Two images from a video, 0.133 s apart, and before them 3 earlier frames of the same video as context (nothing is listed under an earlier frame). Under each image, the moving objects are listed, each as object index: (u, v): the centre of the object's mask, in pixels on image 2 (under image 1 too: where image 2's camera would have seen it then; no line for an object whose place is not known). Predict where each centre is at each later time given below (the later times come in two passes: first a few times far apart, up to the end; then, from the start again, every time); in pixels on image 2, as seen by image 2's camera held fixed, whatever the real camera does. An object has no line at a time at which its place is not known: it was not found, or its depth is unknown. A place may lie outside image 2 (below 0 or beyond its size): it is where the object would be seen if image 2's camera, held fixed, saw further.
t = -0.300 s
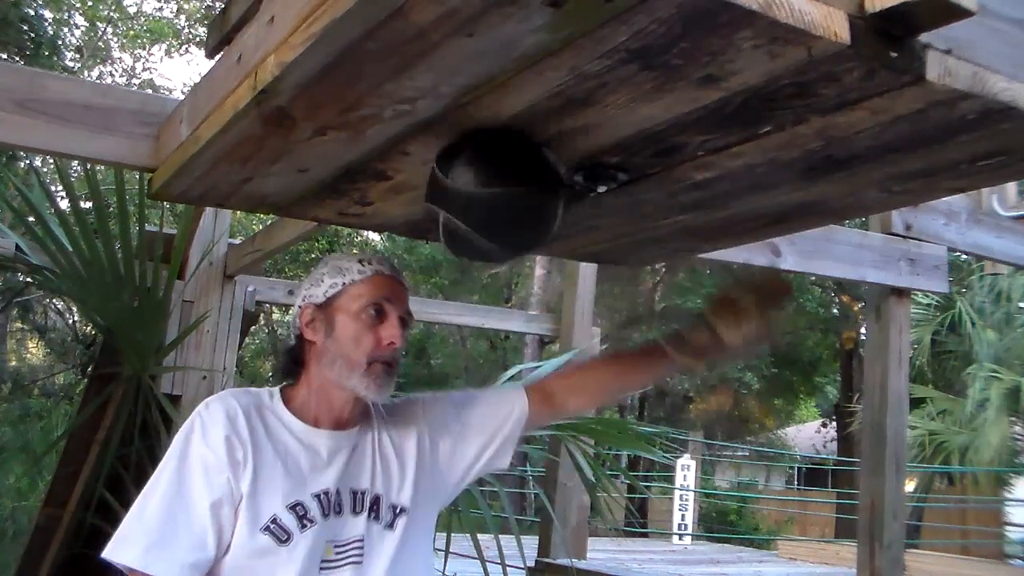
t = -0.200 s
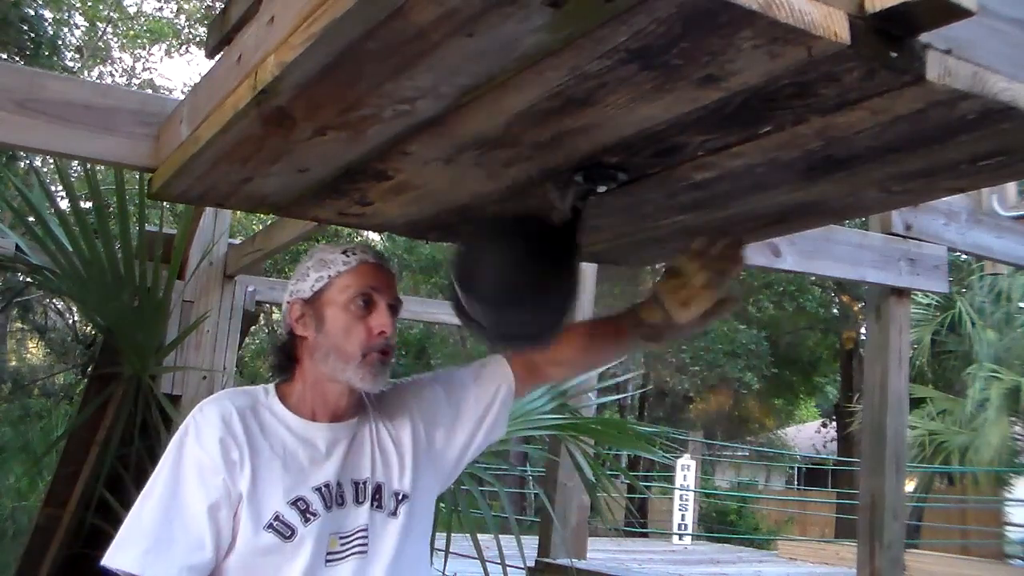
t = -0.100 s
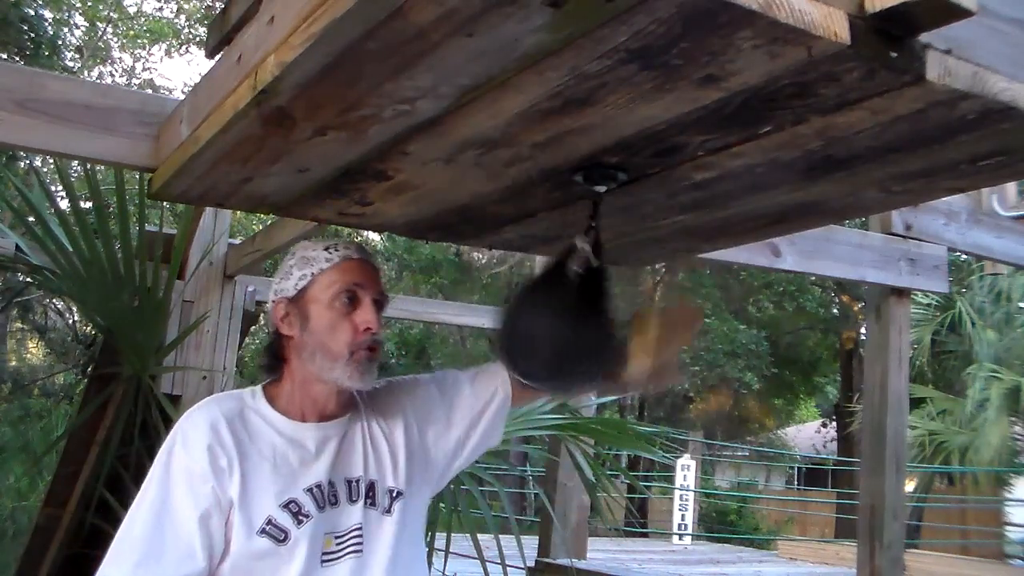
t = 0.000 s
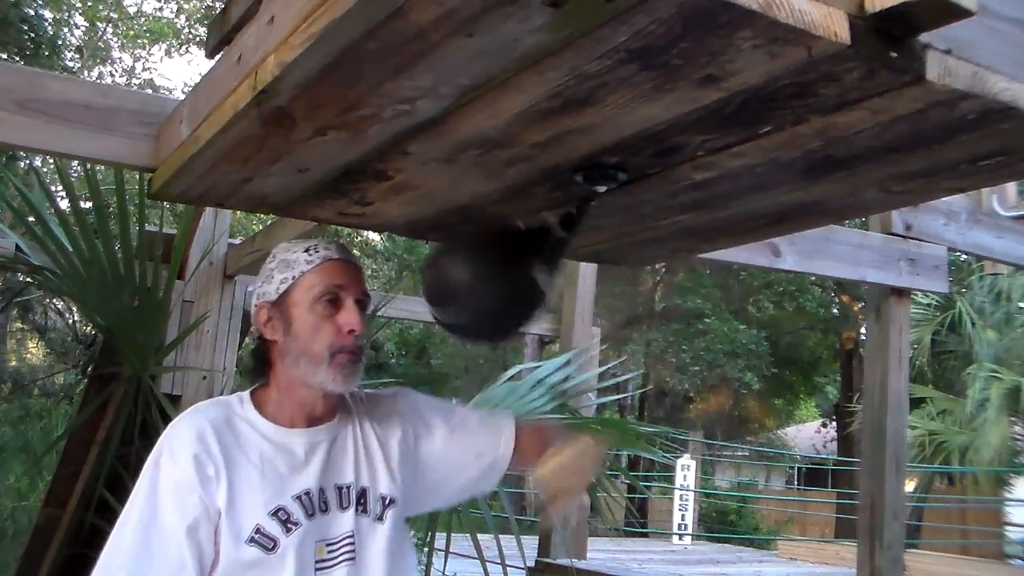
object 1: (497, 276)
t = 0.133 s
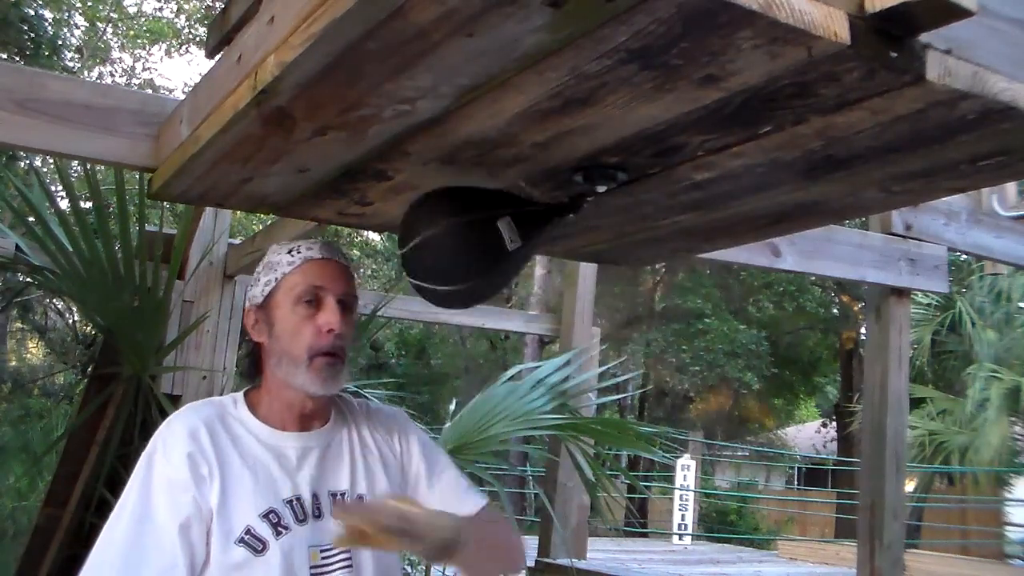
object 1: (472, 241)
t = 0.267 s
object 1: (495, 279)
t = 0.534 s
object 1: (676, 302)
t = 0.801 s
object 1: (678, 300)
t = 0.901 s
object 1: (620, 322)
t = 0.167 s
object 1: (472, 244)
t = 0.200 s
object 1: (477, 251)
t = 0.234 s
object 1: (484, 264)
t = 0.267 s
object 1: (495, 279)
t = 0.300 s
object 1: (511, 293)
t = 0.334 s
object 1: (533, 307)
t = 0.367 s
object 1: (559, 318)
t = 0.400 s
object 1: (587, 324)
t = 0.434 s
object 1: (616, 325)
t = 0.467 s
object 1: (640, 319)
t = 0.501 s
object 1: (659, 311)
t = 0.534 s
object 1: (676, 302)
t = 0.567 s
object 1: (688, 292)
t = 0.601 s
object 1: (696, 284)
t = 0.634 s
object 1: (700, 279)
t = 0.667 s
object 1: (701, 277)
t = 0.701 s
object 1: (701, 278)
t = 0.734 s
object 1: (696, 283)
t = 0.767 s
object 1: (689, 291)
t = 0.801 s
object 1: (678, 300)
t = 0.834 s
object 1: (662, 309)
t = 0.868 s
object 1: (643, 317)
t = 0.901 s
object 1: (620, 322)
